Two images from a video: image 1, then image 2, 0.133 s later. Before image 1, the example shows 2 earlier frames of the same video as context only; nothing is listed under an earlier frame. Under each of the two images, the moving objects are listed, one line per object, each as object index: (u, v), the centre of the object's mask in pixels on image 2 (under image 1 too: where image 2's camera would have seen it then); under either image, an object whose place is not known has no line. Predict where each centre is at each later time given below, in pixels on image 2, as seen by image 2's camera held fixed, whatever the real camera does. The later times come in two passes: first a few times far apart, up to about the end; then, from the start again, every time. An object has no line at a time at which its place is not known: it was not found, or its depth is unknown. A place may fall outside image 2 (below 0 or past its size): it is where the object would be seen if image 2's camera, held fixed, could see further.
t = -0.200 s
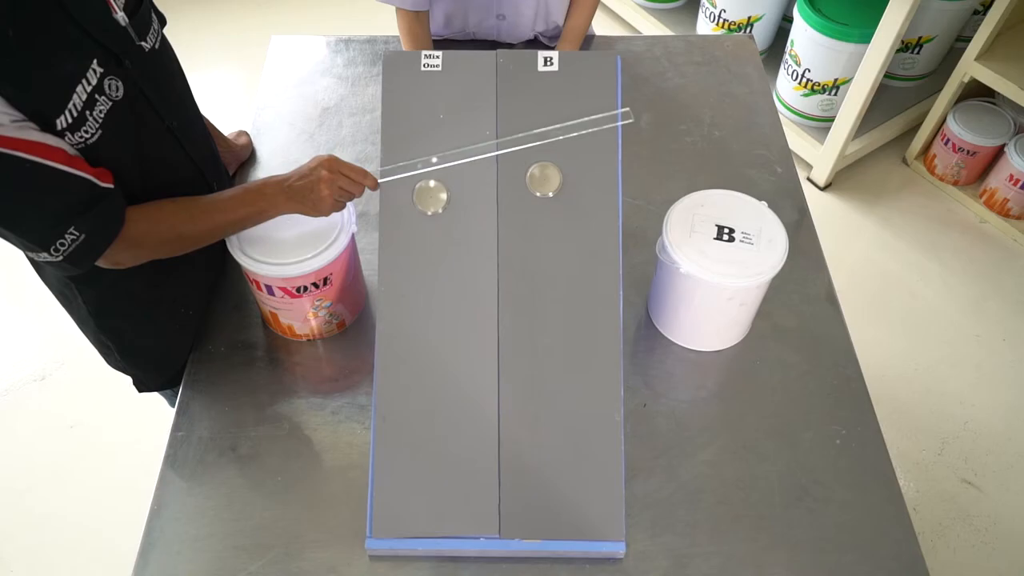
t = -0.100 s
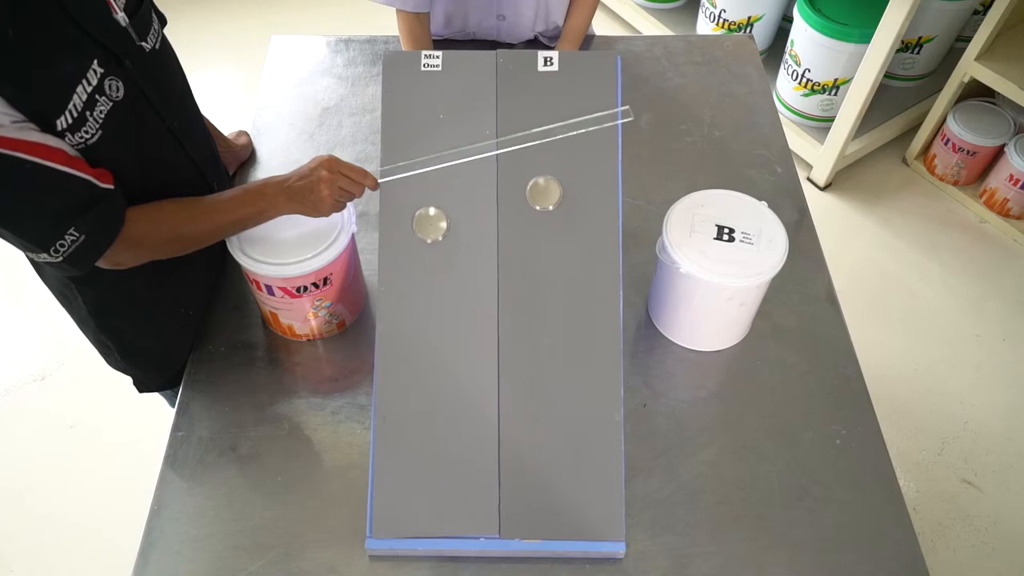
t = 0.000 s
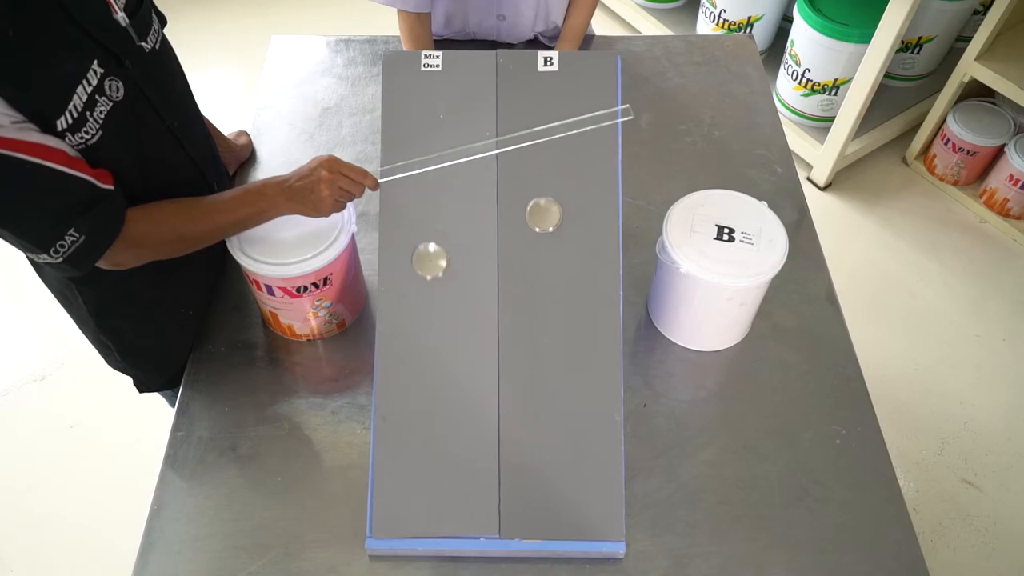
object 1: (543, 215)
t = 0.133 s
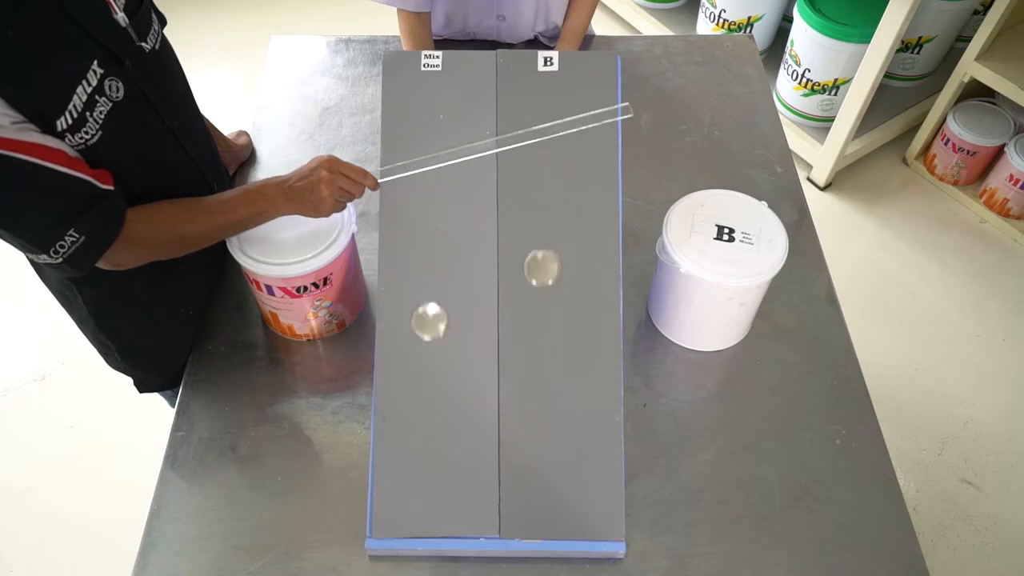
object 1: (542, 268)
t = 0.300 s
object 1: (539, 356)
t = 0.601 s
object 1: (533, 532)
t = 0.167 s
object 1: (541, 284)
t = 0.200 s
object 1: (540, 301)
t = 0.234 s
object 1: (540, 319)
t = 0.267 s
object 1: (539, 337)
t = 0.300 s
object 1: (539, 356)
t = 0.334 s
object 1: (539, 375)
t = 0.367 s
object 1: (538, 396)
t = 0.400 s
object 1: (538, 416)
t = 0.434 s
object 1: (537, 436)
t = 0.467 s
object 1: (537, 456)
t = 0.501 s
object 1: (536, 476)
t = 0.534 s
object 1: (535, 498)
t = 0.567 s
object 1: (534, 519)
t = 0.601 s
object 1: (533, 532)
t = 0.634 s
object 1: (532, 545)
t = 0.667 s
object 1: (532, 555)
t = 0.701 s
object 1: (531, 562)
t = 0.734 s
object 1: (531, 567)
